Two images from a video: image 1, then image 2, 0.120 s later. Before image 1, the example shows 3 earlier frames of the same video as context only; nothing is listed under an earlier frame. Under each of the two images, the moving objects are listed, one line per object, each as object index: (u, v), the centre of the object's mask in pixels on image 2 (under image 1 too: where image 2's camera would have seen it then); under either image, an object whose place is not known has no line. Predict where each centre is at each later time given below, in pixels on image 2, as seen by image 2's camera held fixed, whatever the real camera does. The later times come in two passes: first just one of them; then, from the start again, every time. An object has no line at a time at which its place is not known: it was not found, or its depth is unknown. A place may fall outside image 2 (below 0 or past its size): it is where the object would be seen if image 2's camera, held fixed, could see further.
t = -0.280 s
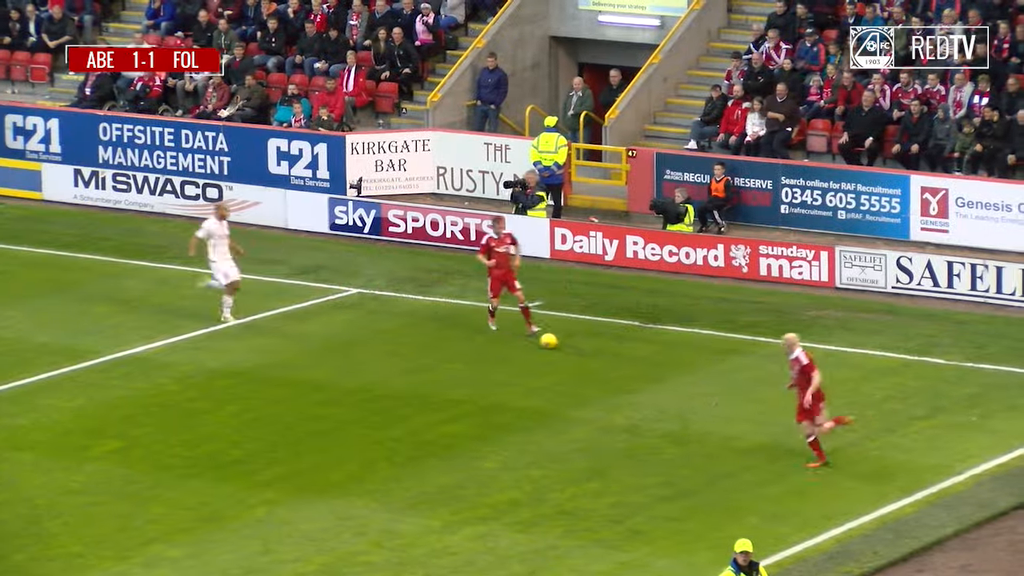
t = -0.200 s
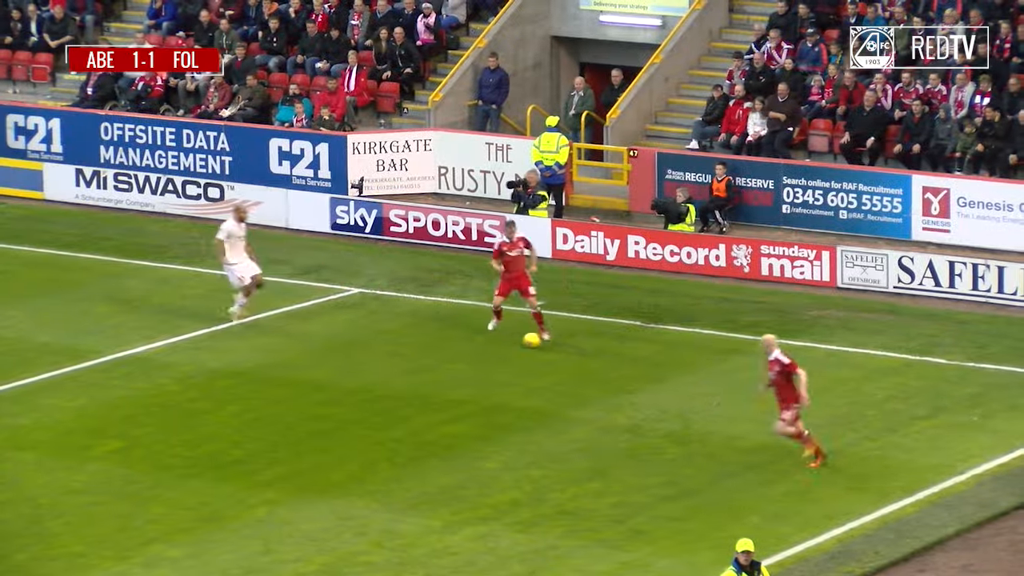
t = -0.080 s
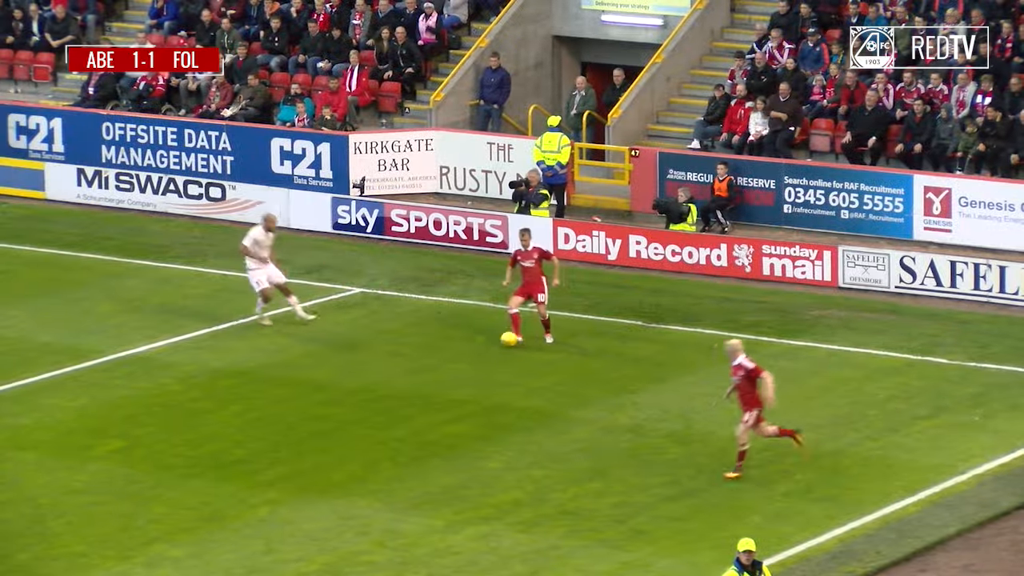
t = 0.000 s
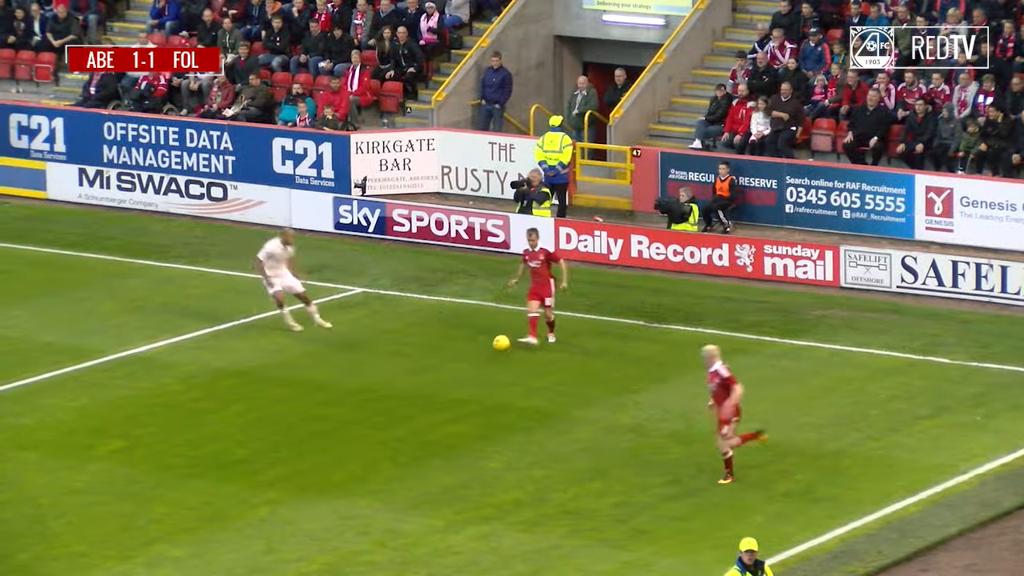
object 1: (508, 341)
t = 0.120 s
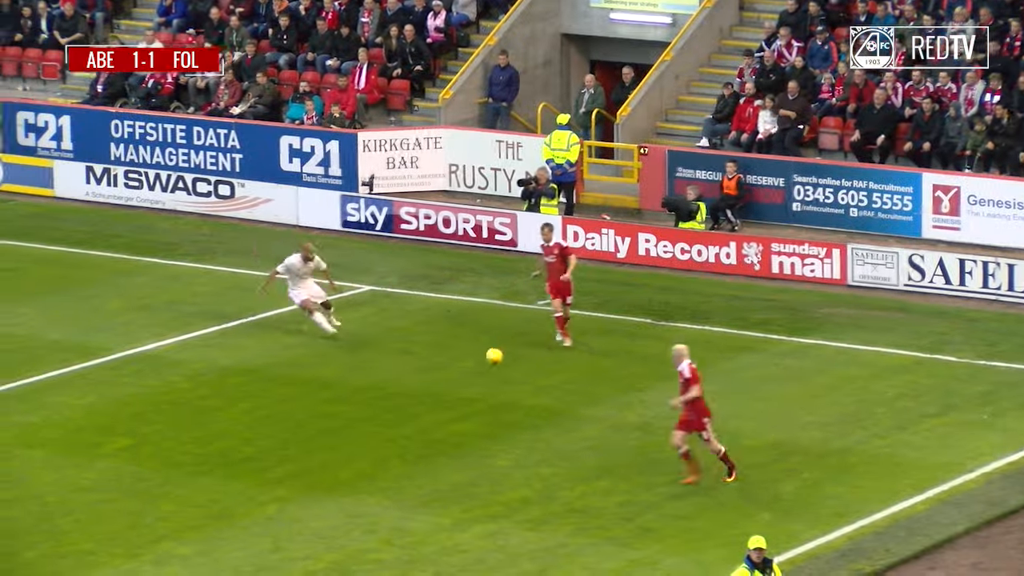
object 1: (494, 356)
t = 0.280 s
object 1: (473, 393)
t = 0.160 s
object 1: (488, 363)
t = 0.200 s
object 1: (483, 372)
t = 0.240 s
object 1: (479, 381)
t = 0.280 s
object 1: (473, 393)
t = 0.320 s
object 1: (467, 401)
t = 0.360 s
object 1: (462, 403)
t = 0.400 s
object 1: (456, 406)
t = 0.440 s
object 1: (449, 411)
